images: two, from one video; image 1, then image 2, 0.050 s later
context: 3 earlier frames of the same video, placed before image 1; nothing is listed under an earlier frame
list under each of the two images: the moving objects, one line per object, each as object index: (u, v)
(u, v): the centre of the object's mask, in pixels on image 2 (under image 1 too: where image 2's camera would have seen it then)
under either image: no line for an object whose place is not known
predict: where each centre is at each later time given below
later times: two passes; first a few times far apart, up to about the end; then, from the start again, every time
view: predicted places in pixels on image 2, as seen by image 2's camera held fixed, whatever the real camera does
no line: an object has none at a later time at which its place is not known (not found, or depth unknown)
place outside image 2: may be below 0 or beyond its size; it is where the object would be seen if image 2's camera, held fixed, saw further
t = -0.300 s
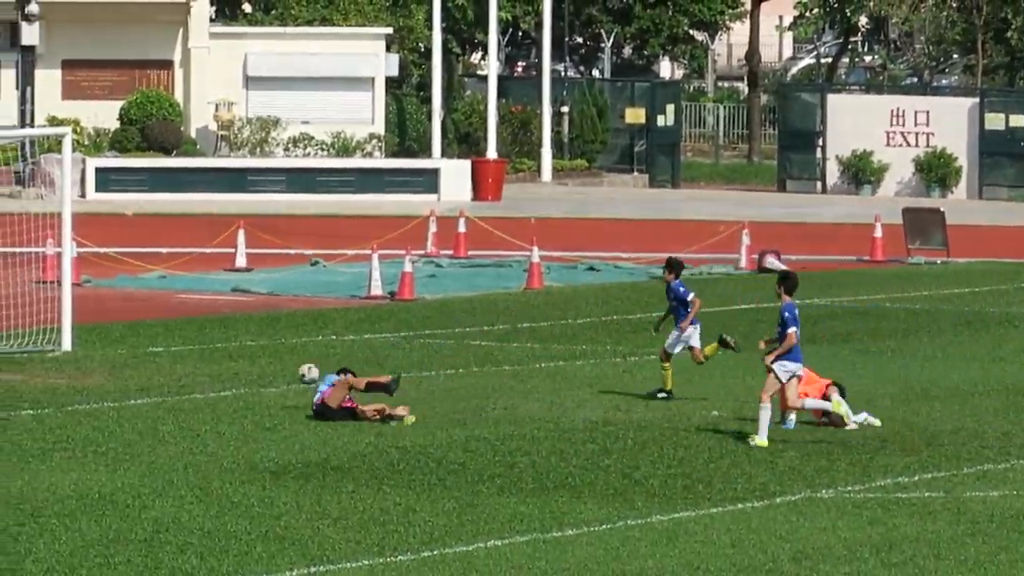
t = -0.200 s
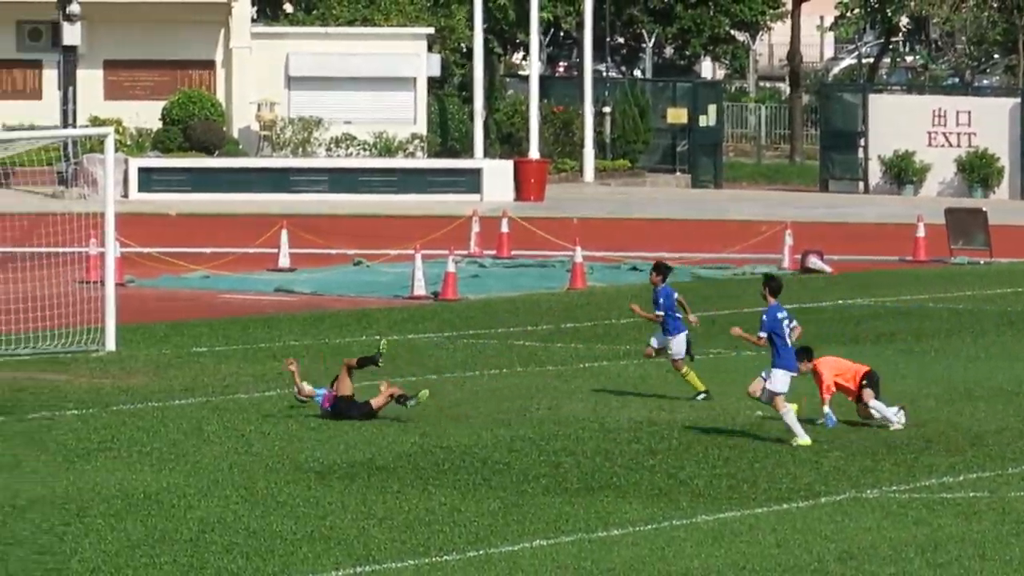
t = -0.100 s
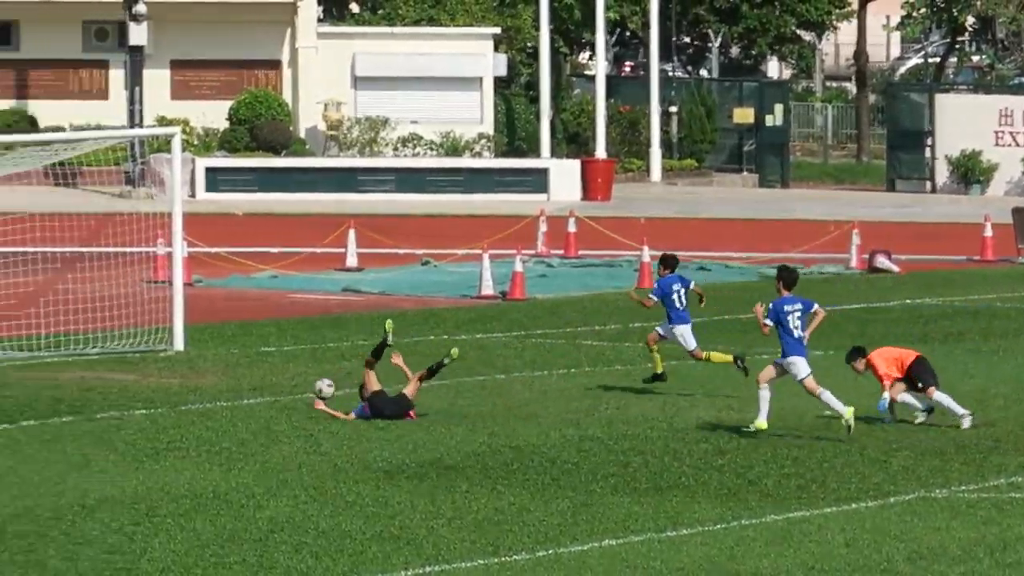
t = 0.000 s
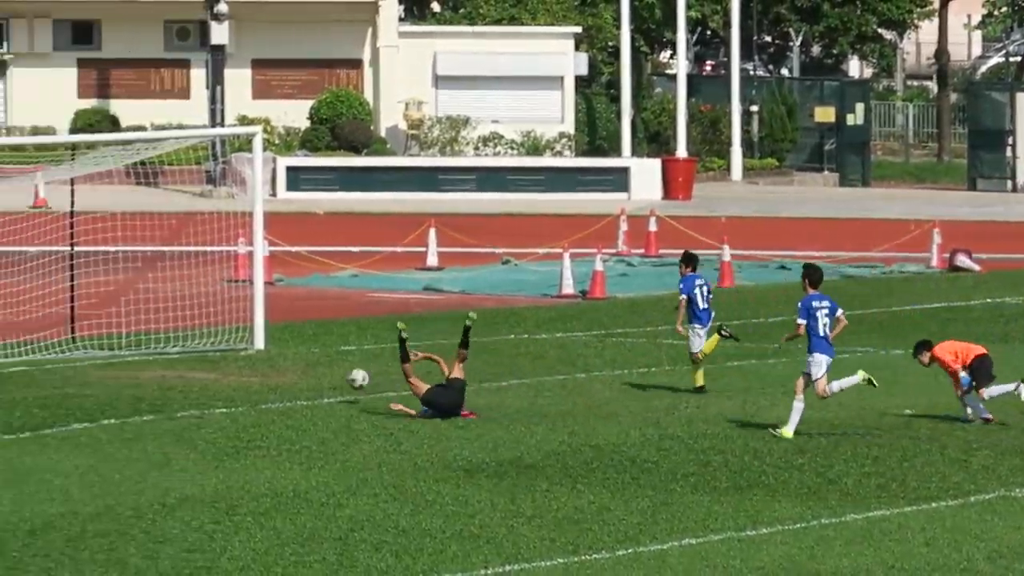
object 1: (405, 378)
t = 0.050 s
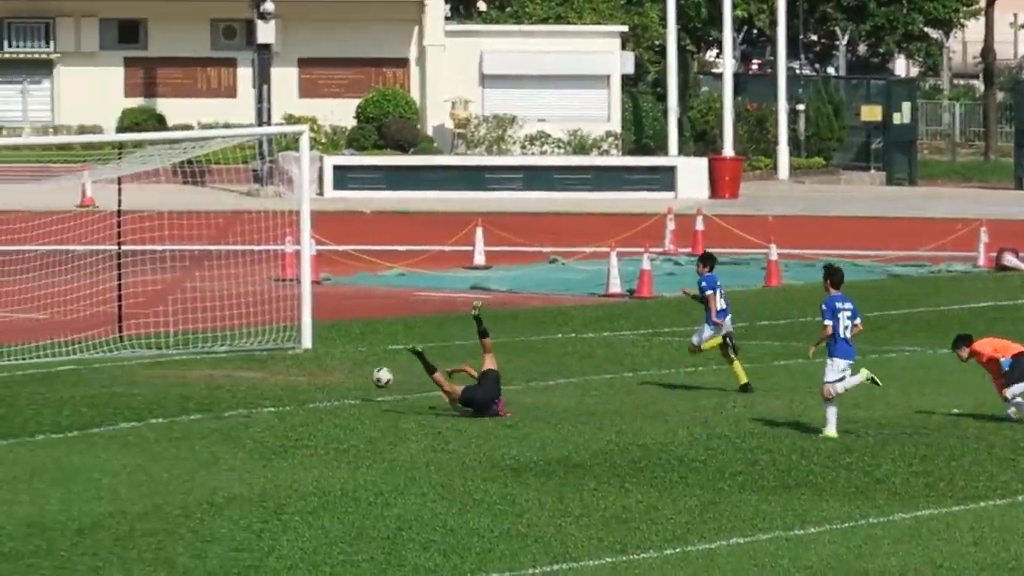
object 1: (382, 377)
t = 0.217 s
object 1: (309, 392)
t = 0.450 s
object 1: (208, 383)
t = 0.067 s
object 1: (375, 378)
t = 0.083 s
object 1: (367, 378)
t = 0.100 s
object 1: (359, 379)
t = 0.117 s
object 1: (352, 380)
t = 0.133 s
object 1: (345, 382)
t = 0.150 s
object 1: (338, 384)
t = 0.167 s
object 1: (331, 386)
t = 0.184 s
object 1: (324, 388)
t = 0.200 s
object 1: (317, 390)
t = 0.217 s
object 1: (309, 392)
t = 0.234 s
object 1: (302, 390)
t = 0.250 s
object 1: (295, 389)
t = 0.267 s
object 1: (287, 387)
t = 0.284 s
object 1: (280, 385)
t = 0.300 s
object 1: (273, 384)
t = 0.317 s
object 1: (265, 383)
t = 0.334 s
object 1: (259, 383)
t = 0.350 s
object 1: (251, 381)
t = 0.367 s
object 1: (244, 381)
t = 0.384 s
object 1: (237, 381)
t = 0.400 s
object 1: (229, 381)
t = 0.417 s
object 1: (222, 381)
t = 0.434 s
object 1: (215, 383)
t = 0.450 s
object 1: (208, 383)
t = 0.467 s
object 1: (201, 385)
